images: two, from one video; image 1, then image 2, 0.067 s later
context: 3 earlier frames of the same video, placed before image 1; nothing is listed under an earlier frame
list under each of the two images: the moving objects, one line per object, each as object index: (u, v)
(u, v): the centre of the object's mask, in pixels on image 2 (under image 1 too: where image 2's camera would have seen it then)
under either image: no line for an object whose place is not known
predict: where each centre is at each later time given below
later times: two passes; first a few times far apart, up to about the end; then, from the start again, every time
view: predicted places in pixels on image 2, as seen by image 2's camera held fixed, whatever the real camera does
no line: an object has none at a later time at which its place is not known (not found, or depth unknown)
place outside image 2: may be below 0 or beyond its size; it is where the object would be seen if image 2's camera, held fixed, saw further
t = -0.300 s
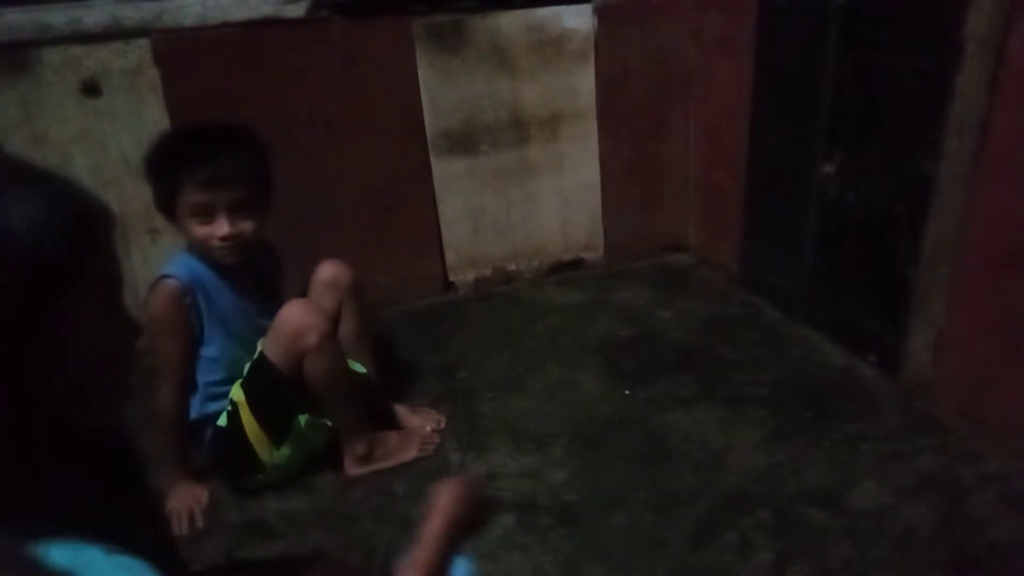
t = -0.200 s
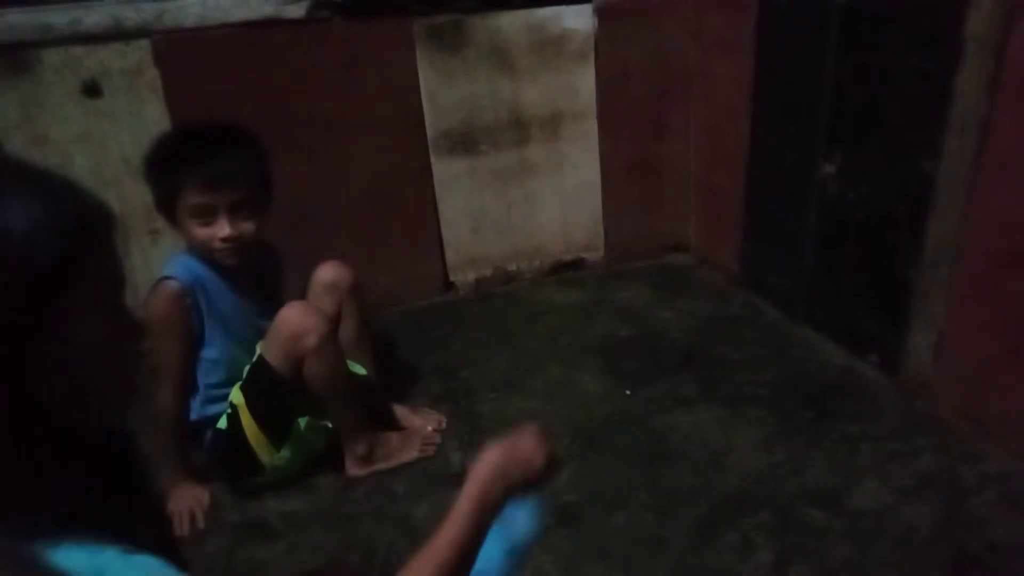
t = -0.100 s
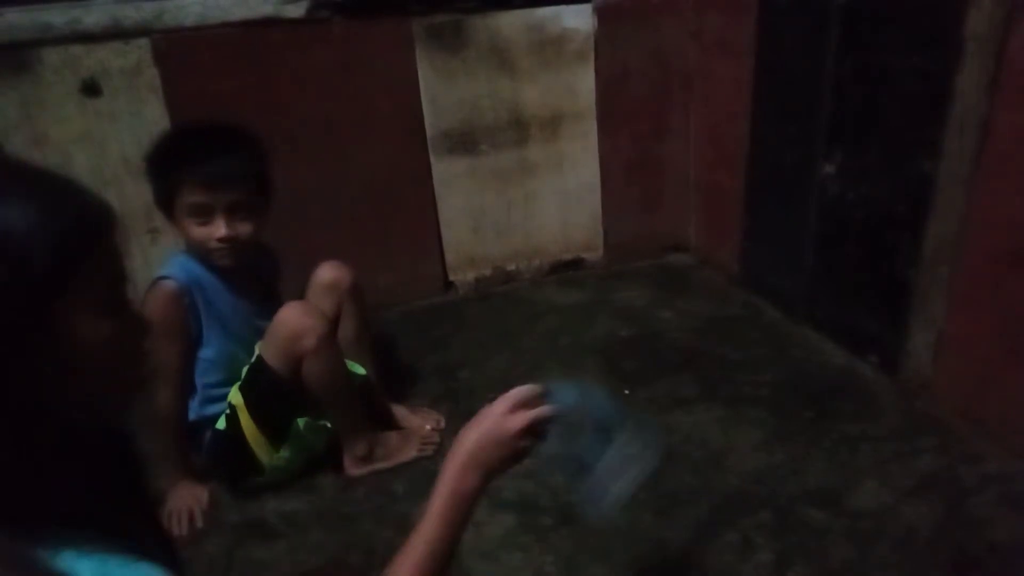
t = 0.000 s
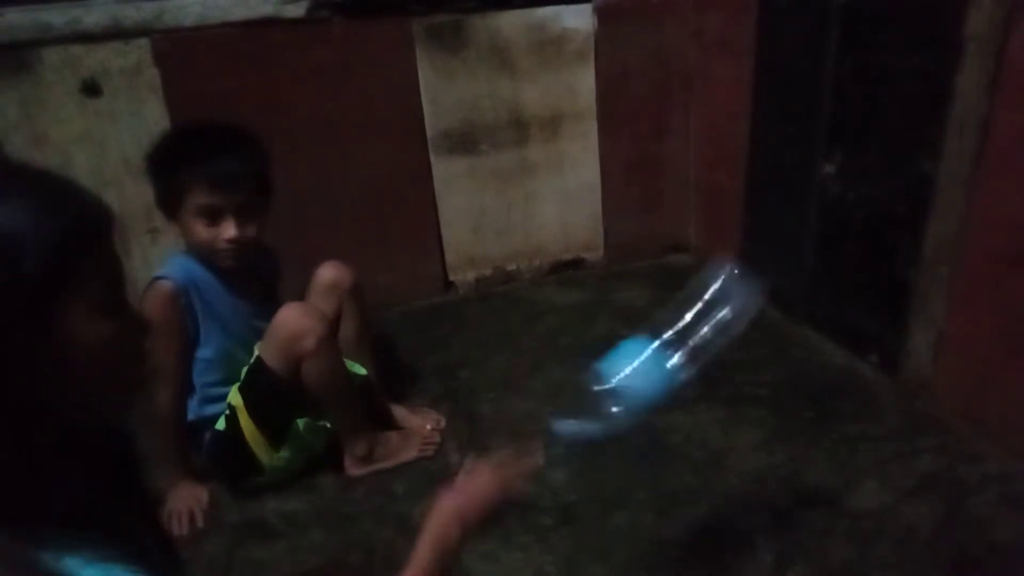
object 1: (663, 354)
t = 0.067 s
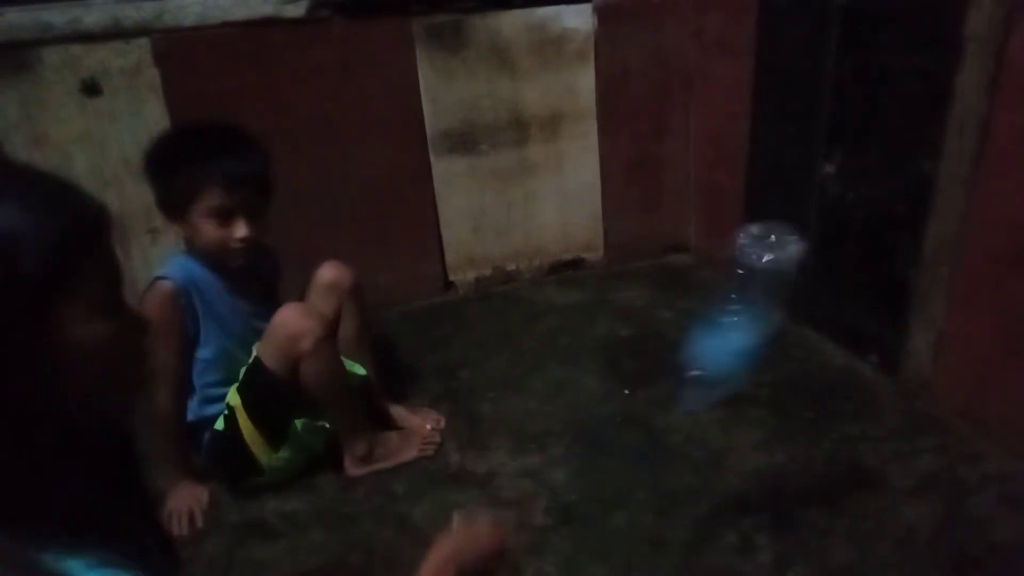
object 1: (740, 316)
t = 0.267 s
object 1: (906, 322)
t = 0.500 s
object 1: (921, 454)
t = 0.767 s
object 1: (910, 439)
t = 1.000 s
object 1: (890, 438)
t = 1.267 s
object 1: (885, 430)
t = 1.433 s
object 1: (886, 423)
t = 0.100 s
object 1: (777, 295)
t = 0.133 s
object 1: (817, 283)
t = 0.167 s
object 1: (845, 283)
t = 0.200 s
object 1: (872, 288)
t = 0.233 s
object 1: (893, 300)
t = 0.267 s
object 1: (906, 322)
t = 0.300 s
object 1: (912, 354)
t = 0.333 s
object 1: (910, 395)
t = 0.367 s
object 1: (906, 437)
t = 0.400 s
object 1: (907, 476)
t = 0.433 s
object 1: (911, 475)
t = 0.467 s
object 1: (915, 466)
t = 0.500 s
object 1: (921, 454)
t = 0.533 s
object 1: (928, 448)
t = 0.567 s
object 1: (933, 442)
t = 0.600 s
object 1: (934, 439)
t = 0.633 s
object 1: (932, 437)
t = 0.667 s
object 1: (931, 434)
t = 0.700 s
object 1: (924, 433)
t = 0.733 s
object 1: (917, 435)
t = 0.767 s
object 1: (910, 439)
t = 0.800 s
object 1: (904, 444)
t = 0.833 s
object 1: (900, 443)
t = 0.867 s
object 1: (896, 440)
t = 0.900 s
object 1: (893, 438)
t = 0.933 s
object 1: (891, 439)
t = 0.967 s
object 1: (890, 438)
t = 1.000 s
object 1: (890, 438)
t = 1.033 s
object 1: (889, 437)
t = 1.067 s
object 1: (888, 436)
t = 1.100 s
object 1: (886, 436)
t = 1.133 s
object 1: (886, 434)
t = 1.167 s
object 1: (886, 433)
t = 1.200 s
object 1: (886, 431)
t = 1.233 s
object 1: (886, 430)
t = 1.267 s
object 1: (885, 430)
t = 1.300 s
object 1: (885, 429)
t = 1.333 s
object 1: (885, 428)
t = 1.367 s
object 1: (885, 427)
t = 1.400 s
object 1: (887, 424)
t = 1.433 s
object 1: (886, 423)
